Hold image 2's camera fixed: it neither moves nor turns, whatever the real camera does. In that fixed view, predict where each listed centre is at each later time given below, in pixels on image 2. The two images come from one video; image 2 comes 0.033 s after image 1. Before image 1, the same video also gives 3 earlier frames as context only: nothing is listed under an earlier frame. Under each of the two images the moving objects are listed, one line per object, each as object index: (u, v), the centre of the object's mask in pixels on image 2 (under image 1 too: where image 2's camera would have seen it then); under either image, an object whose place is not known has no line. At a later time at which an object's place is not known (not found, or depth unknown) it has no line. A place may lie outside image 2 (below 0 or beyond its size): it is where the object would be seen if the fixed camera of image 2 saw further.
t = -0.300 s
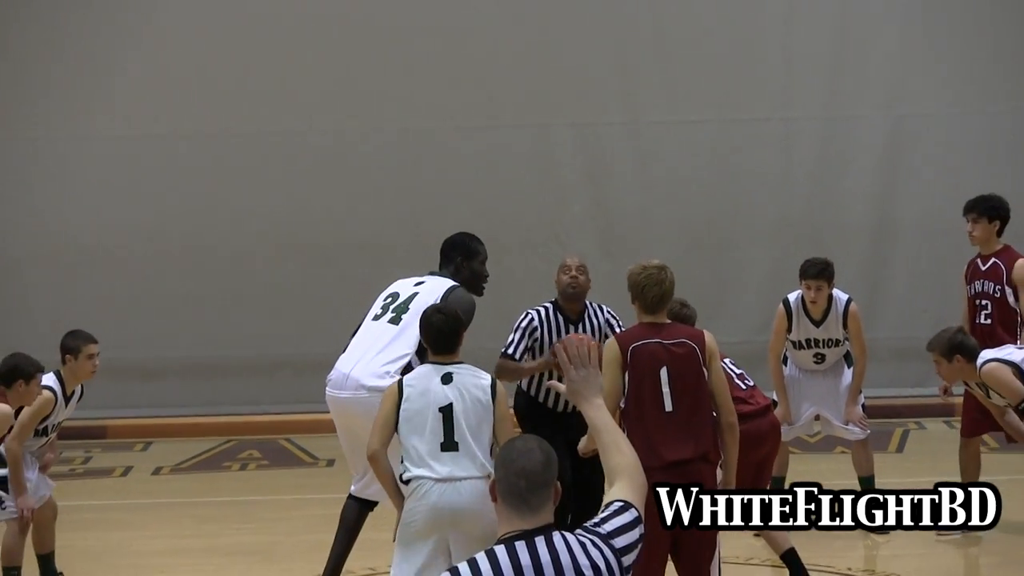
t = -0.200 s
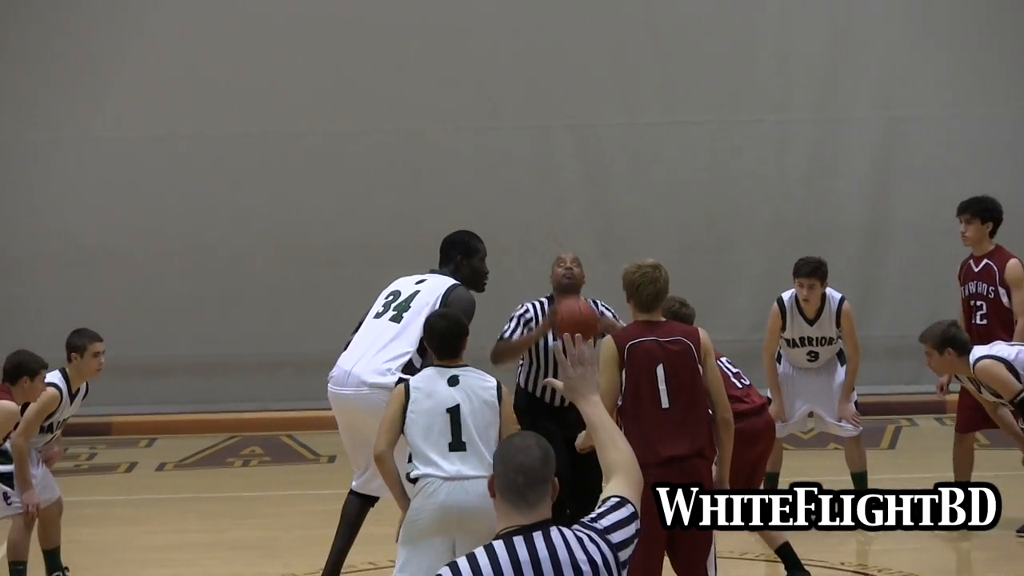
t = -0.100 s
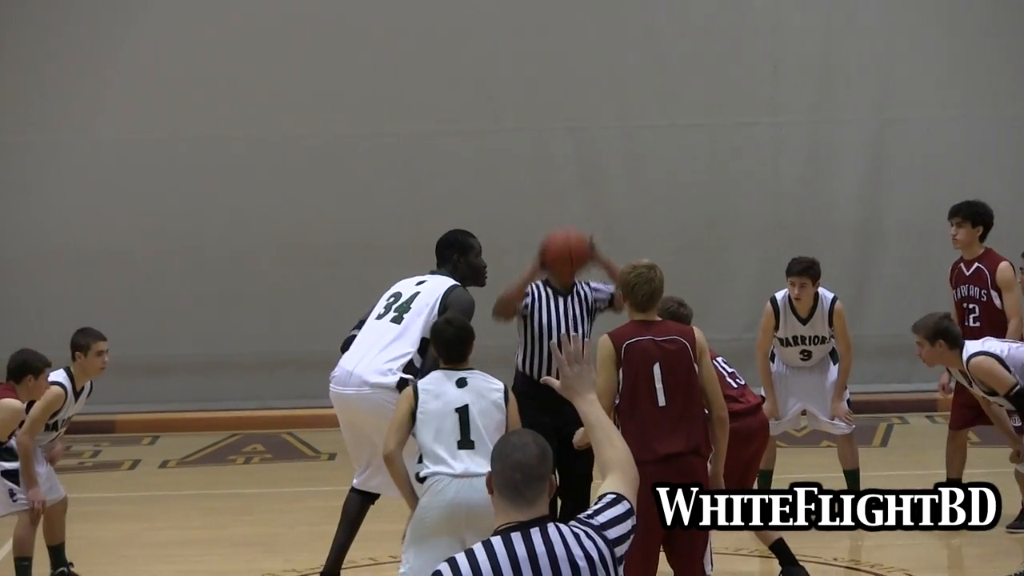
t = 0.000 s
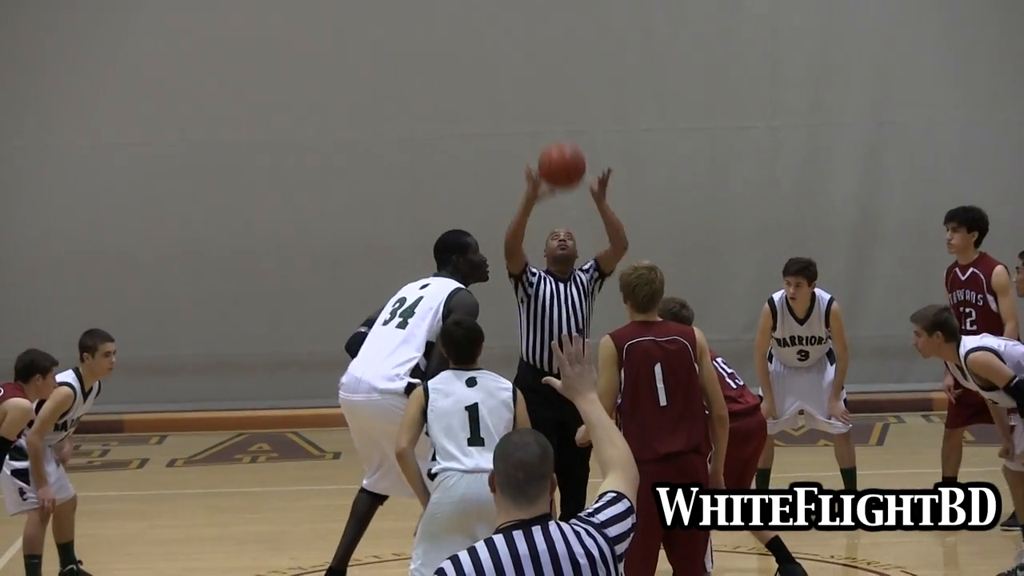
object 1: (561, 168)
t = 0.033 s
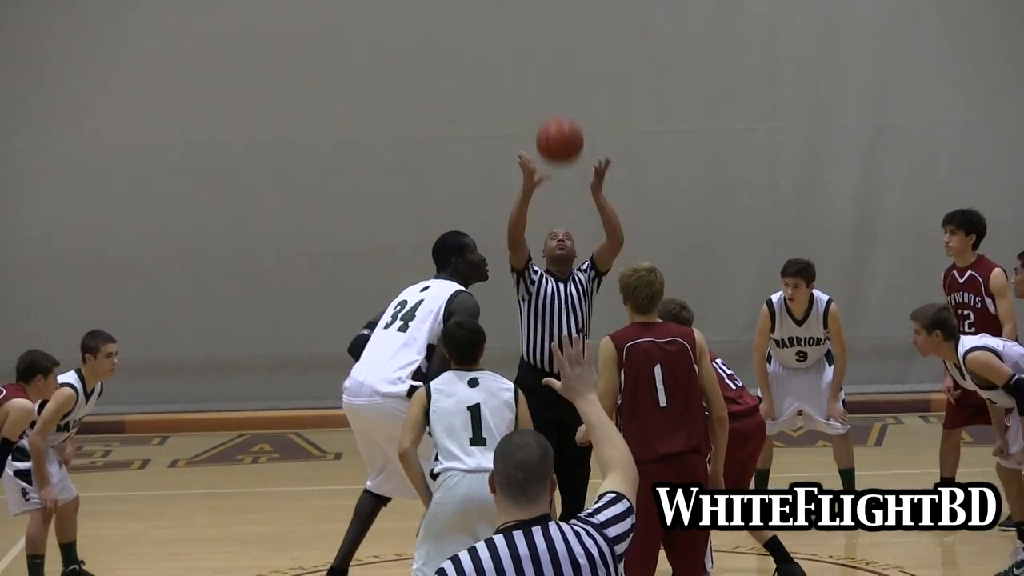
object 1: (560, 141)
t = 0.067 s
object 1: (558, 115)
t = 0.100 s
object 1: (557, 91)
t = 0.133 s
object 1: (557, 68)
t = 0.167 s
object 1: (555, 49)
